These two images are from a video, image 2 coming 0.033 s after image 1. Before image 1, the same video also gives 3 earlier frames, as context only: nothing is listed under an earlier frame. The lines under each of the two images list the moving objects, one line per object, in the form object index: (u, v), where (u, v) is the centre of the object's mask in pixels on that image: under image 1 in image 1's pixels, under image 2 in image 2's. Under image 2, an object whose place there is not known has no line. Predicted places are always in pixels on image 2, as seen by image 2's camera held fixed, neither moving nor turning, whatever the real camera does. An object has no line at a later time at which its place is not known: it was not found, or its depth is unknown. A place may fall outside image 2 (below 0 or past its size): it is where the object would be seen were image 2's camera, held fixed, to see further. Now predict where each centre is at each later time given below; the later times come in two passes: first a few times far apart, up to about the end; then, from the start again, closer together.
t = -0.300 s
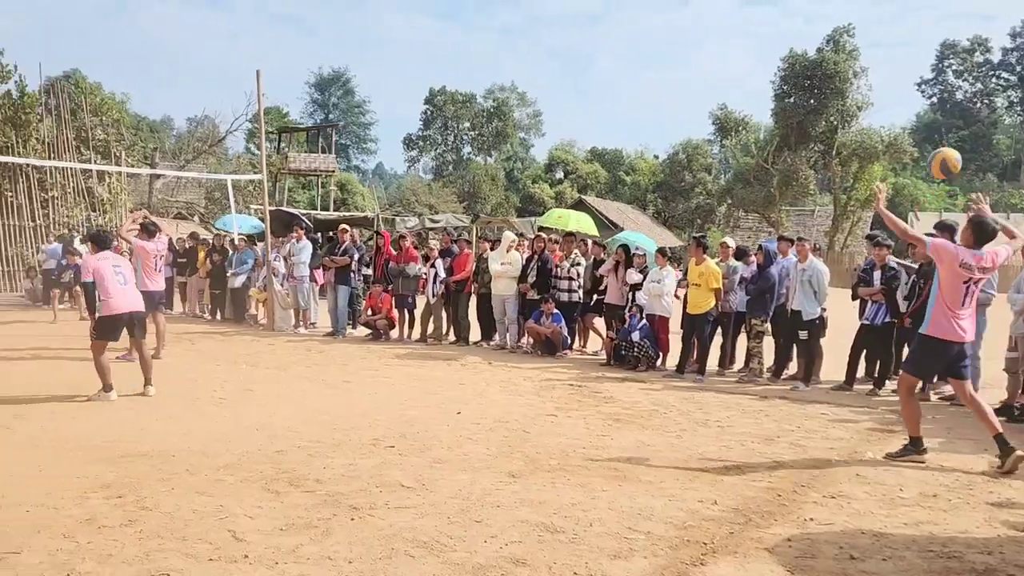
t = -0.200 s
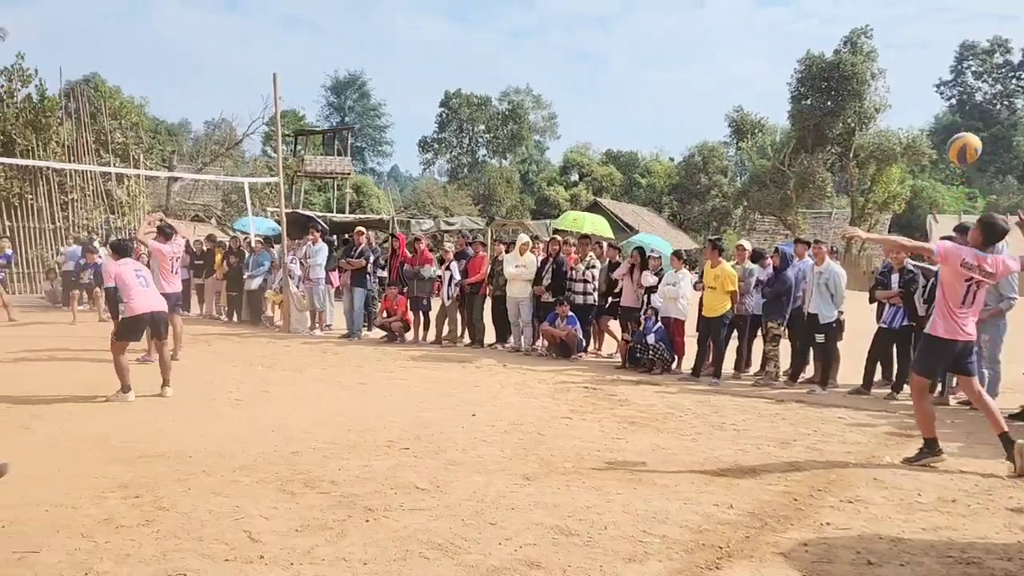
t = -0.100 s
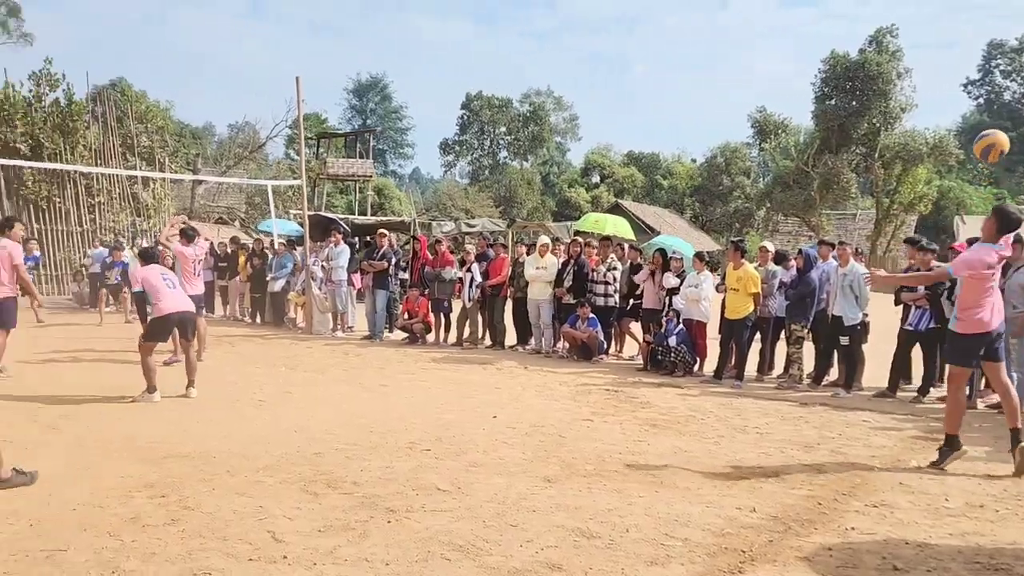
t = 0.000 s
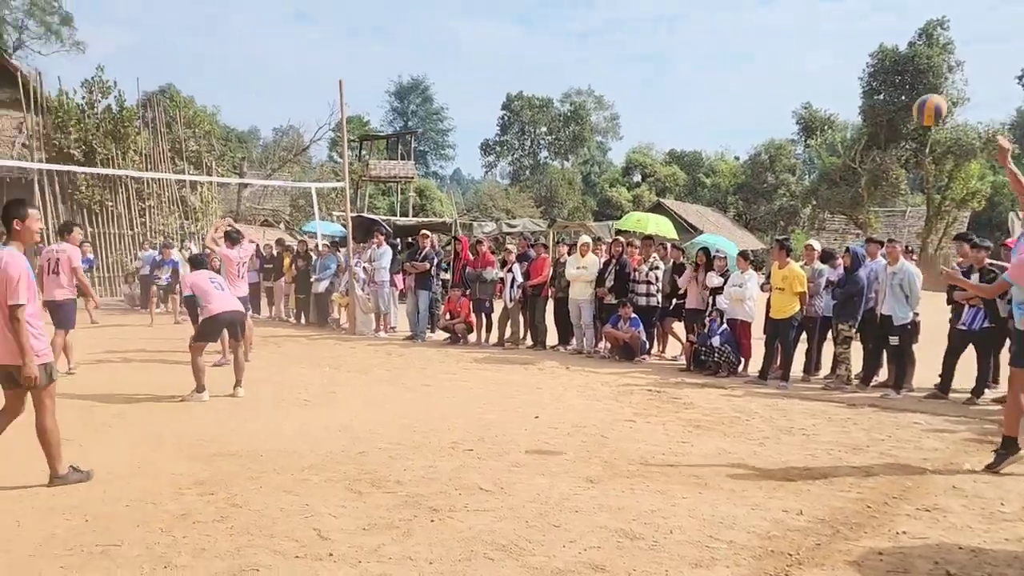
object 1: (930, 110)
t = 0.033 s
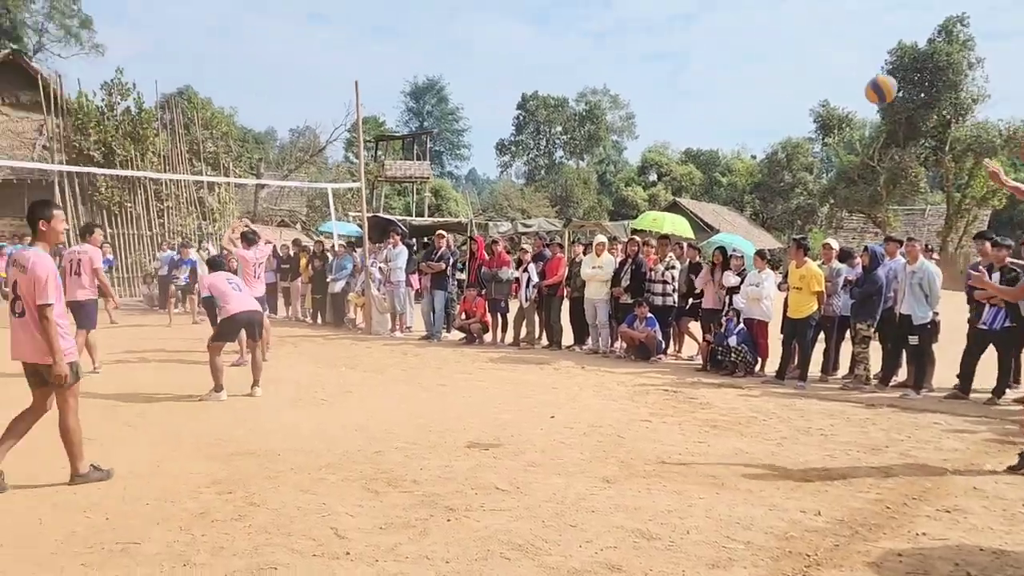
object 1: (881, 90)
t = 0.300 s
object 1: (486, 33)
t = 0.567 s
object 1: (246, 65)
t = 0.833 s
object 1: (84, 139)
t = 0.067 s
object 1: (817, 76)
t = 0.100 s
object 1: (759, 64)
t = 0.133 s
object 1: (705, 54)
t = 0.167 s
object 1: (655, 46)
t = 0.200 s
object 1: (609, 40)
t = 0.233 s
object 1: (565, 36)
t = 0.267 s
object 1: (524, 34)
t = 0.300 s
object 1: (486, 33)
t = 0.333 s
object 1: (450, 33)
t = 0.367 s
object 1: (417, 35)
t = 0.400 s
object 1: (384, 38)
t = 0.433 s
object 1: (353, 42)
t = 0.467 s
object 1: (324, 46)
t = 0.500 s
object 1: (297, 52)
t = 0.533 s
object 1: (271, 58)
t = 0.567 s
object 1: (246, 65)
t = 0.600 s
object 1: (223, 73)
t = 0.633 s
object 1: (201, 82)
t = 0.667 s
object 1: (180, 89)
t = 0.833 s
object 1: (84, 139)
